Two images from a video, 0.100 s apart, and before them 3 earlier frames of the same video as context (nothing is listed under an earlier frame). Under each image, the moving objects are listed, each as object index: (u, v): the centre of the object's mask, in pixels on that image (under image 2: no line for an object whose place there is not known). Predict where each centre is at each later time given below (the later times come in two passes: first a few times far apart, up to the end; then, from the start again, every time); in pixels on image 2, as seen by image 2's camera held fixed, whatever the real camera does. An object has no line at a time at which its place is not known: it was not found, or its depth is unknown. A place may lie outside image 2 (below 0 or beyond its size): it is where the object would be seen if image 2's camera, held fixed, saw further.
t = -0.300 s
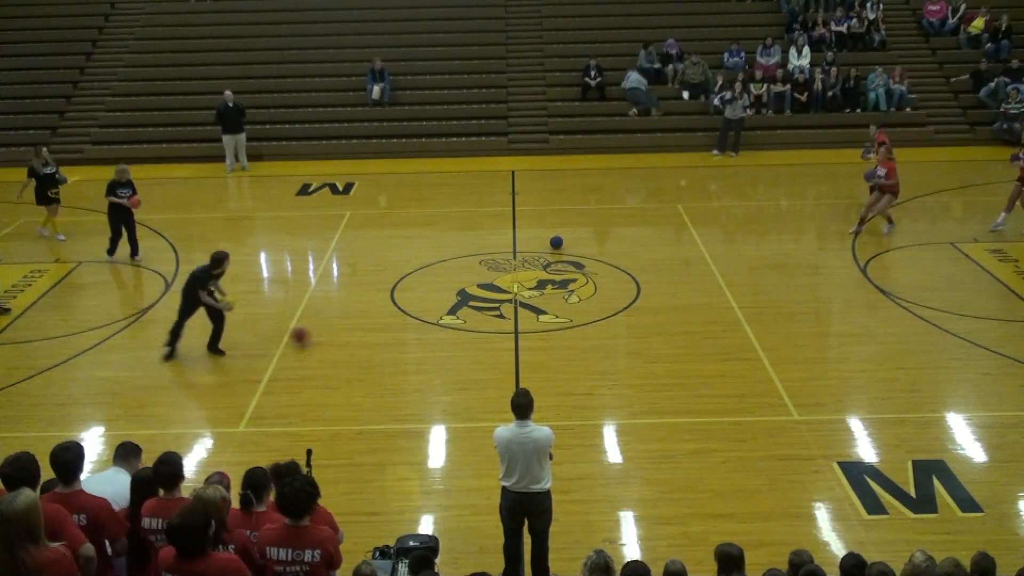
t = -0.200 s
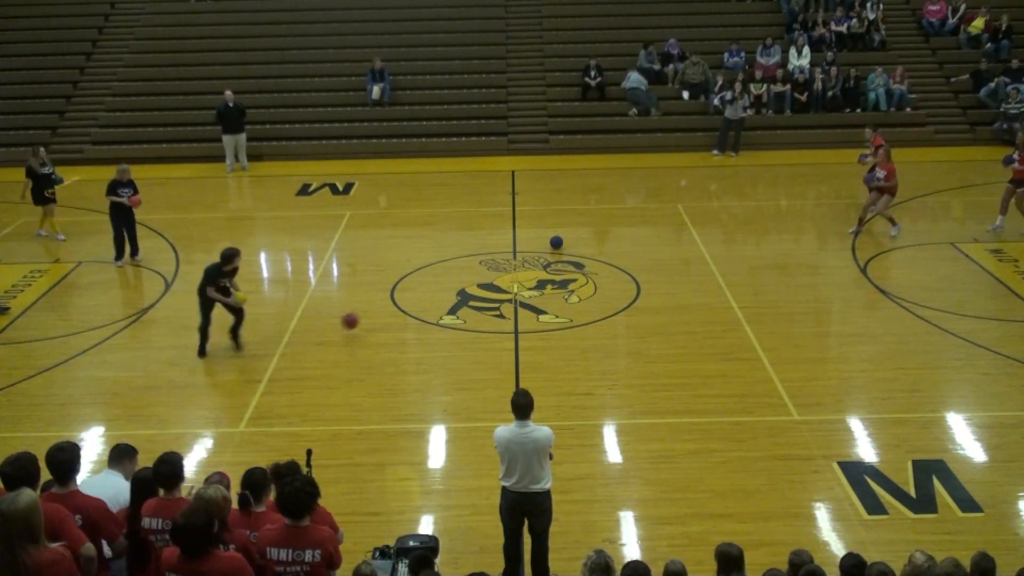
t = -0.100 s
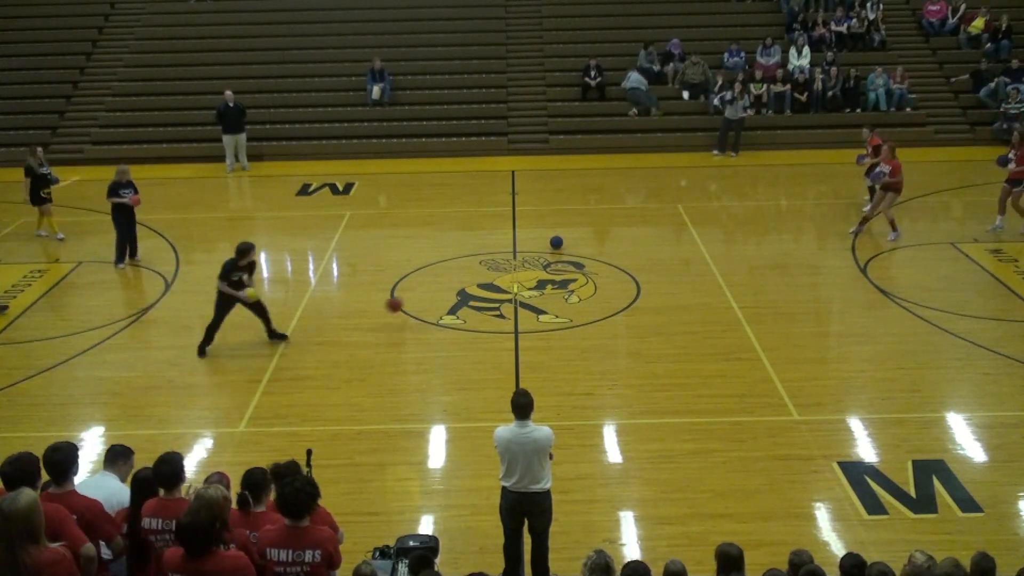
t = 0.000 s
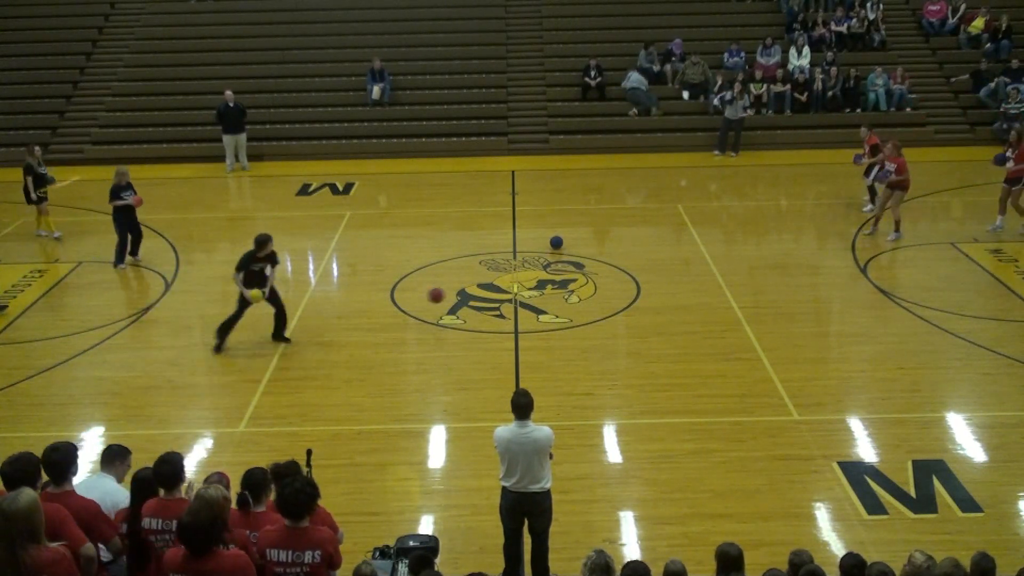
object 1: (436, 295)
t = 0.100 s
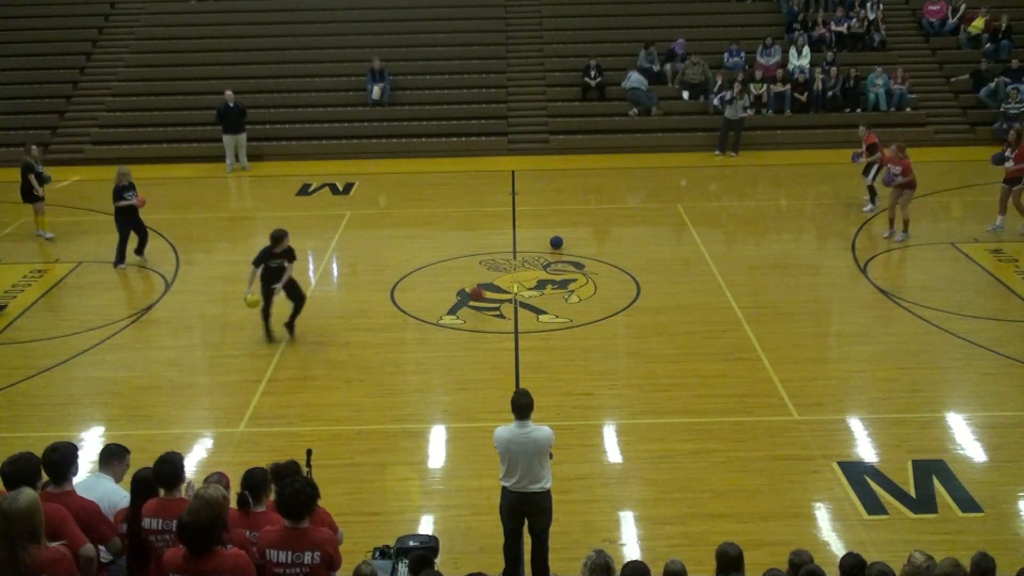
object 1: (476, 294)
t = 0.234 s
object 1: (525, 293)
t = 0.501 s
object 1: (612, 268)
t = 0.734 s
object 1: (682, 257)
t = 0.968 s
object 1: (747, 252)
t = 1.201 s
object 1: (805, 230)
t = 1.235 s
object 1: (813, 230)
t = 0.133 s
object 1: (489, 295)
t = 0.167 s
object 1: (502, 297)
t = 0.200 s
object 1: (514, 300)
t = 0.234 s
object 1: (525, 293)
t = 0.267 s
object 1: (537, 288)
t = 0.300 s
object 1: (547, 282)
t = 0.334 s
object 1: (559, 277)
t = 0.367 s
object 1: (570, 275)
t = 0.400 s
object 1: (581, 272)
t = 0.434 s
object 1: (592, 270)
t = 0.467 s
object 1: (602, 268)
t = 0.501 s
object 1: (612, 268)
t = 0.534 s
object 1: (622, 268)
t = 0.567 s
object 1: (632, 270)
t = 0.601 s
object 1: (643, 272)
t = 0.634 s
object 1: (652, 271)
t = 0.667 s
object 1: (663, 265)
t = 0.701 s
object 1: (673, 260)
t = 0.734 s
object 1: (682, 257)
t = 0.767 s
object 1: (692, 254)
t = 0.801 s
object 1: (702, 252)
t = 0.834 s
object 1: (711, 250)
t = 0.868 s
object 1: (720, 250)
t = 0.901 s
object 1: (729, 250)
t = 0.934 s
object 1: (738, 250)
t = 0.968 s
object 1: (747, 252)
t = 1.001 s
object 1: (755, 250)
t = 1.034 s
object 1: (764, 245)
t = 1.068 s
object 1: (773, 240)
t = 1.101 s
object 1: (781, 237)
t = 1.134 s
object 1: (789, 234)
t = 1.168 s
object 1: (797, 232)
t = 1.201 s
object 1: (805, 230)
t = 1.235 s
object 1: (813, 230)
